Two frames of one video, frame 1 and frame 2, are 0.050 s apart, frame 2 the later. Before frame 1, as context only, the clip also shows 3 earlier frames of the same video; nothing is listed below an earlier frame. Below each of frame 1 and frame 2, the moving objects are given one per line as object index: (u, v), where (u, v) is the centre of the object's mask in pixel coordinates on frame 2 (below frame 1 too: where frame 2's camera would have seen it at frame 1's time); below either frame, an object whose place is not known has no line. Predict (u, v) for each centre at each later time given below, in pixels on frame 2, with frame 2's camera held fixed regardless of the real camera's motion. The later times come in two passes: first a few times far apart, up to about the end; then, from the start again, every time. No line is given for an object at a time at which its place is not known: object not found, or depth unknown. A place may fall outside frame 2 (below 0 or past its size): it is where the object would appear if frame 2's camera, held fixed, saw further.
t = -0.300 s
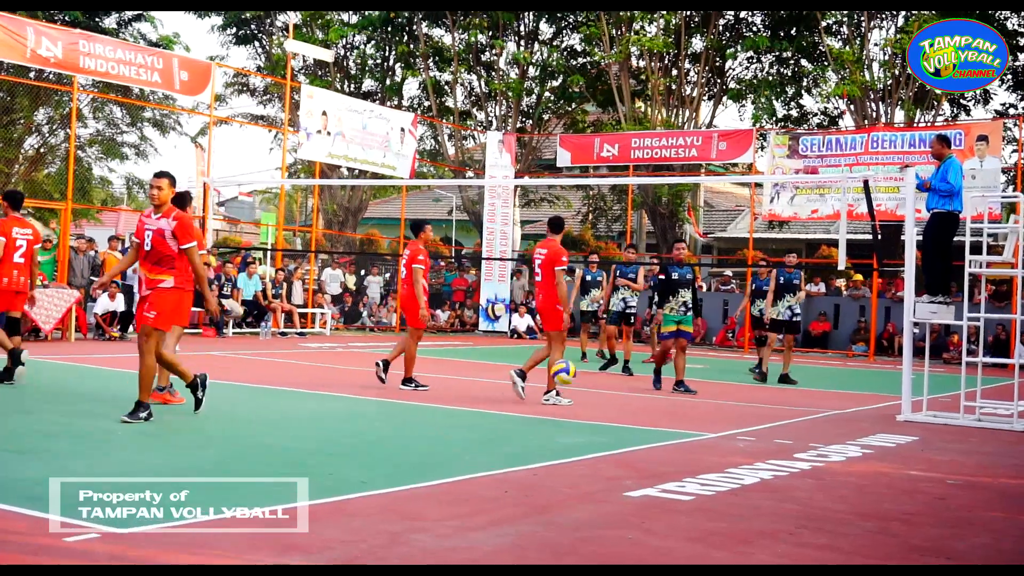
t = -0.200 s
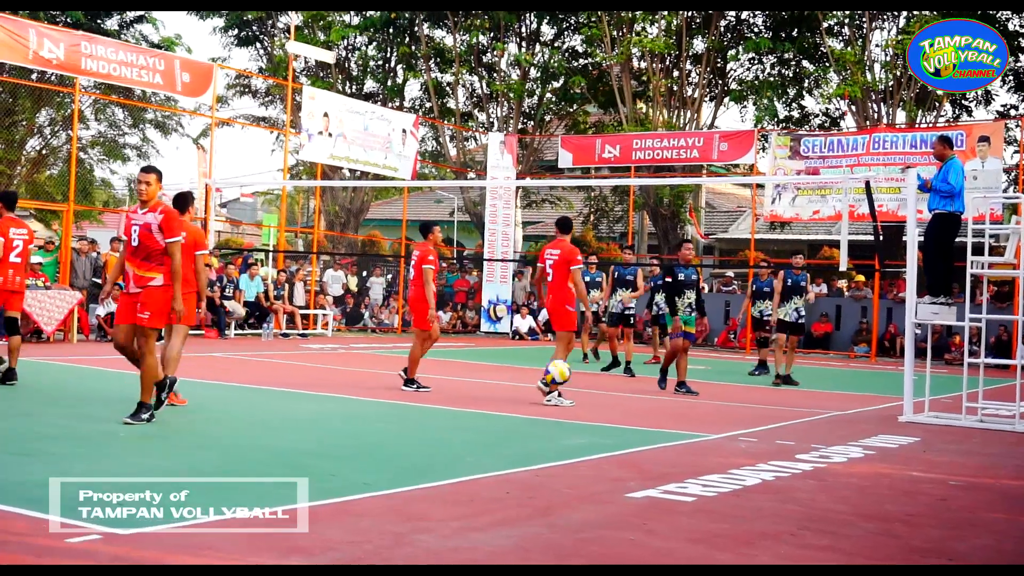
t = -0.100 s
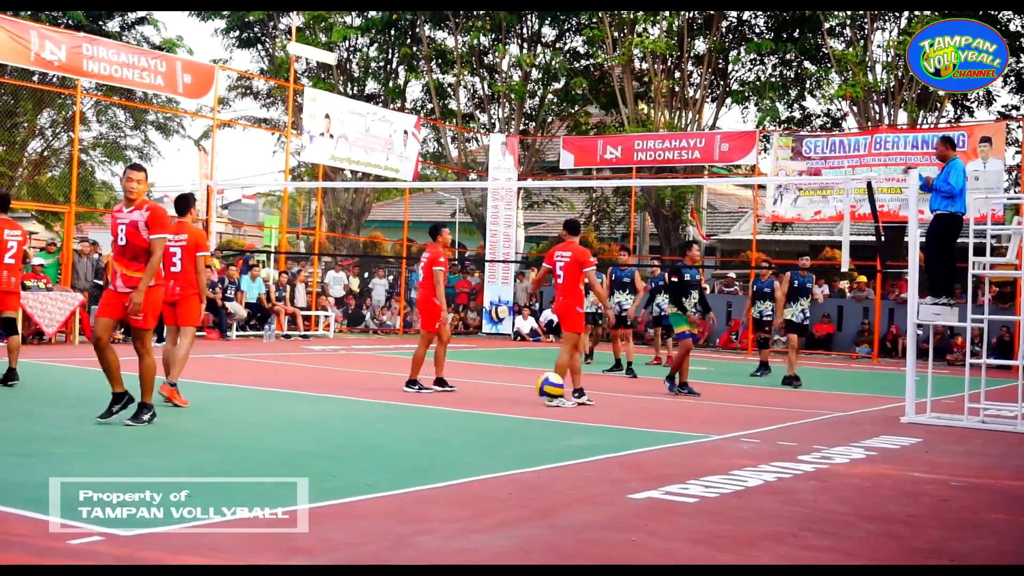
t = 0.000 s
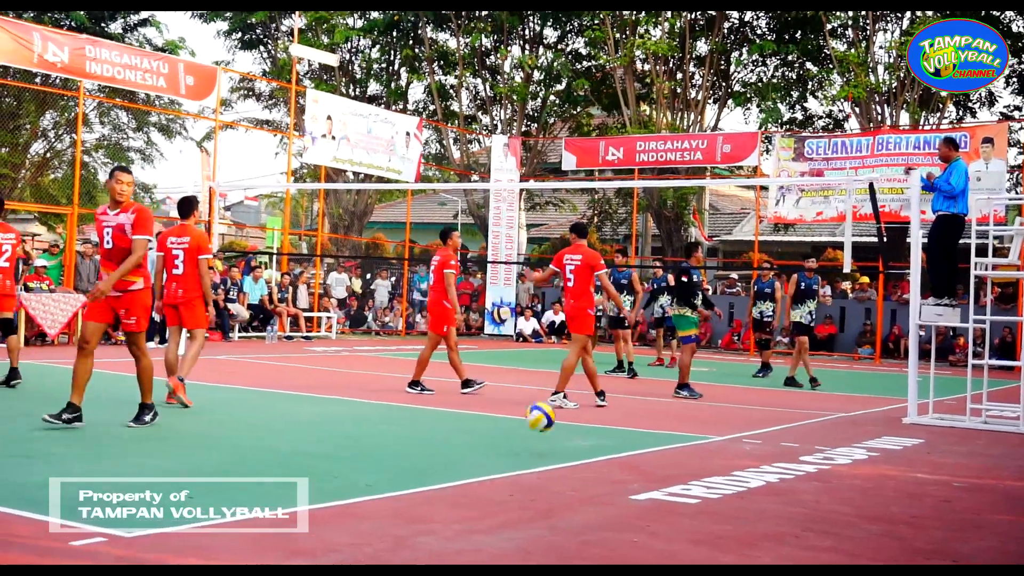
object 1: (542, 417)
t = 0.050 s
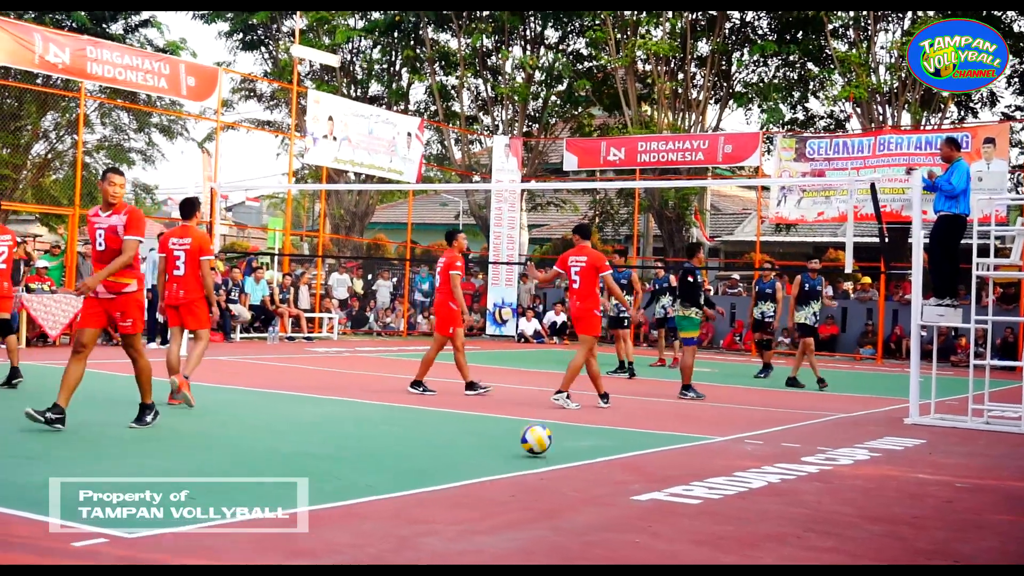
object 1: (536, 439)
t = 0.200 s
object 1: (520, 413)
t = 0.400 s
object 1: (493, 424)
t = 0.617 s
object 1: (454, 473)
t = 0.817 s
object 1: (413, 465)
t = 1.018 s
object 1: (350, 552)
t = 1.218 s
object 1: (269, 544)
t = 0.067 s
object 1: (535, 442)
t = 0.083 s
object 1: (532, 437)
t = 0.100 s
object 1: (530, 432)
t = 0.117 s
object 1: (529, 428)
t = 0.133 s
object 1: (527, 425)
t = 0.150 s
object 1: (525, 421)
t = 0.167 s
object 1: (524, 418)
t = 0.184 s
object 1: (522, 416)
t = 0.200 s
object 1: (520, 413)
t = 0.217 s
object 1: (518, 411)
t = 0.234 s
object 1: (516, 410)
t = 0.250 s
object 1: (514, 409)
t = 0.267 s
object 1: (512, 409)
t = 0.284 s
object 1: (510, 408)
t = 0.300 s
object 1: (508, 409)
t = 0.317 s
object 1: (505, 410)
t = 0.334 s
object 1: (503, 412)
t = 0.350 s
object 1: (500, 414)
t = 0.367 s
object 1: (498, 416)
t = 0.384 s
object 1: (495, 420)
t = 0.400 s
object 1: (493, 424)
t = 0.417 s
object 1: (490, 428)
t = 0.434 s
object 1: (487, 433)
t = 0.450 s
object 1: (484, 439)
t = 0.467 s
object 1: (481, 445)
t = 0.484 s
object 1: (478, 452)
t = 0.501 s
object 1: (475, 459)
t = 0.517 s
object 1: (472, 467)
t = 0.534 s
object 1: (469, 477)
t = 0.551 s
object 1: (466, 487)
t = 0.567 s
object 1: (463, 488)
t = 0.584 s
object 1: (460, 483)
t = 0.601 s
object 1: (457, 478)
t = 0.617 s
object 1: (454, 473)
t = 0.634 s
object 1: (451, 470)
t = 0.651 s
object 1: (448, 466)
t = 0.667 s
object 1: (445, 463)
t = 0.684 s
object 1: (442, 461)
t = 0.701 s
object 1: (439, 460)
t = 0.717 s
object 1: (436, 458)
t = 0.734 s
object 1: (432, 458)
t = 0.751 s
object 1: (428, 458)
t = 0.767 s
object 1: (425, 459)
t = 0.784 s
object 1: (421, 460)
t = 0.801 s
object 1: (417, 462)
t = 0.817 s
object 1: (413, 465)
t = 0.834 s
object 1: (409, 469)
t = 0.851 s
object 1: (404, 474)
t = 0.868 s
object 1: (400, 479)
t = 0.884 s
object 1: (395, 485)
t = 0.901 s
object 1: (390, 493)
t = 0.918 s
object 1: (385, 501)
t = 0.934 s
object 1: (378, 510)
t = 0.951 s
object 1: (372, 519)
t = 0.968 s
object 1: (367, 530)
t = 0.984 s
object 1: (361, 540)
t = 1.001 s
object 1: (355, 547)
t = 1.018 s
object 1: (350, 552)
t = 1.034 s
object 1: (344, 549)
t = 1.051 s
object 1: (338, 547)
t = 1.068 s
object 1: (332, 545)
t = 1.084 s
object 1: (326, 543)
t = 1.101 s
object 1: (320, 541)
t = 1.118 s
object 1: (313, 540)
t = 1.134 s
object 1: (307, 539)
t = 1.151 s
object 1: (300, 539)
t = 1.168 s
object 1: (293, 540)
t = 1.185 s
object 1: (285, 540)
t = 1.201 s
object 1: (277, 542)
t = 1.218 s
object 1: (269, 544)
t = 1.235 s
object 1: (260, 545)
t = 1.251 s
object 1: (253, 548)
